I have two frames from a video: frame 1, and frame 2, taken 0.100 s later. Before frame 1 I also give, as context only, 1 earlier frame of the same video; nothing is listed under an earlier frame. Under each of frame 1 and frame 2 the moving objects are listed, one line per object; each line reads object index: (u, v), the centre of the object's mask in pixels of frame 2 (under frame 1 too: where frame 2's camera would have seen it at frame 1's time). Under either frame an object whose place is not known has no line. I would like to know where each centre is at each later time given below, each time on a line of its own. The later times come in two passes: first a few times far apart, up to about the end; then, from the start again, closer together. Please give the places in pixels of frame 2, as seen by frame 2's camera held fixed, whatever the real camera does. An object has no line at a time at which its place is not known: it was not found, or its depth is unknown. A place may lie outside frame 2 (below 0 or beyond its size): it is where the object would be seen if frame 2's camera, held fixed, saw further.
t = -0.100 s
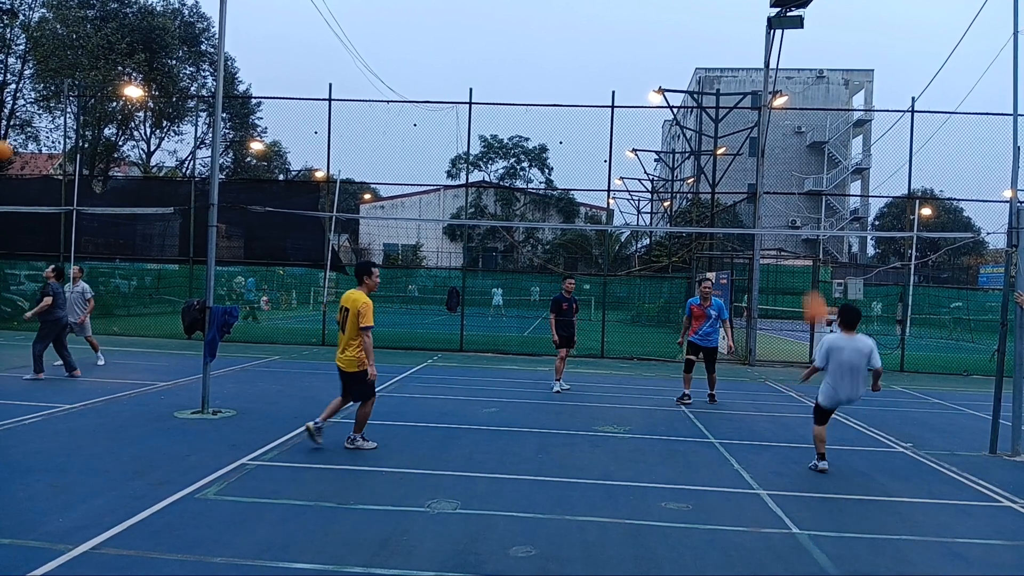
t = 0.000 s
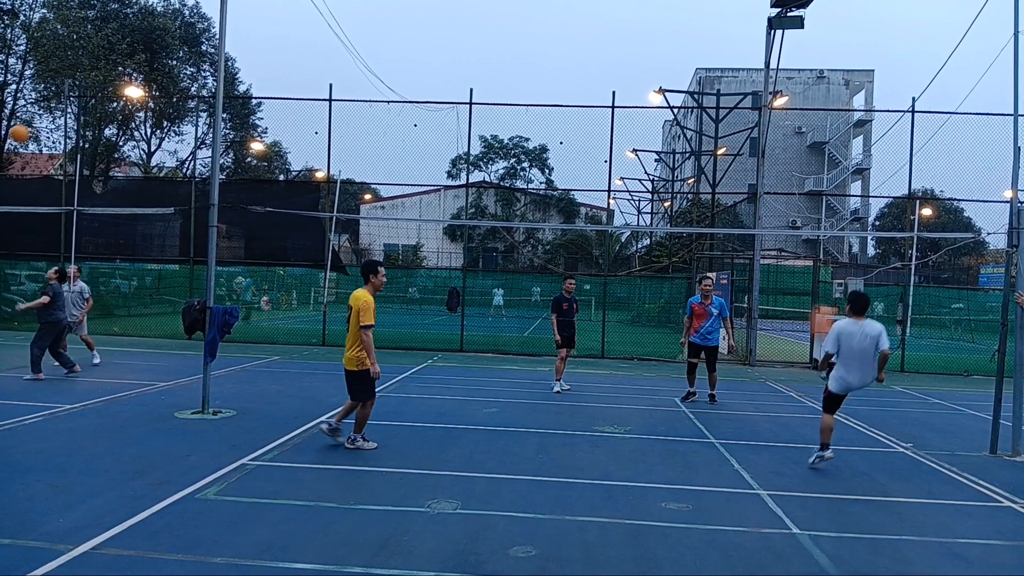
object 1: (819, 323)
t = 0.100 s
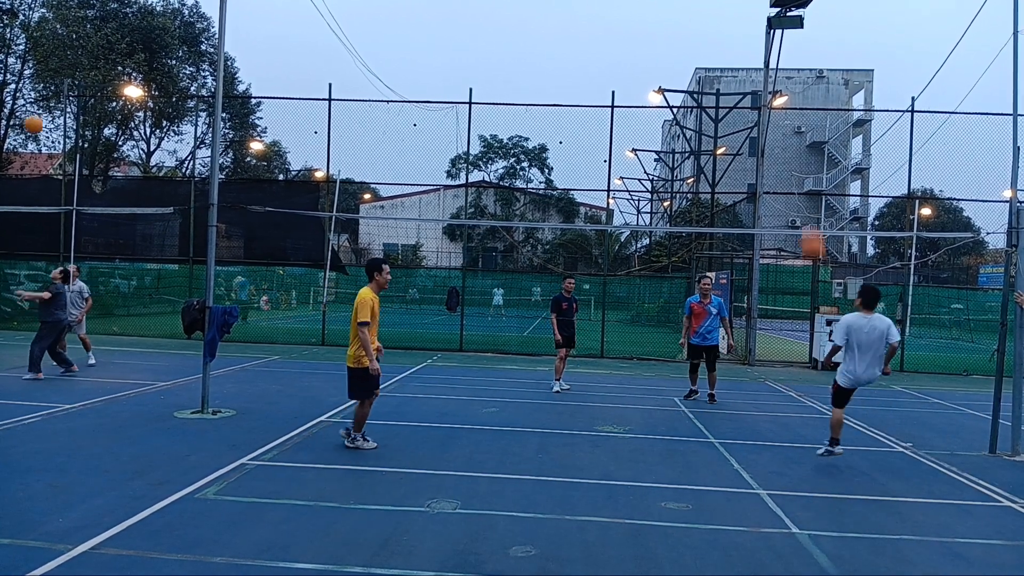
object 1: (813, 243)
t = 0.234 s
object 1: (799, 155)
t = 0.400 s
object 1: (781, 72)
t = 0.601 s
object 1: (757, 11)
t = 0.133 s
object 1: (809, 217)
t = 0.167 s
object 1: (806, 199)
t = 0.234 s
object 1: (799, 155)
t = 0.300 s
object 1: (791, 118)
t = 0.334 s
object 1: (789, 101)
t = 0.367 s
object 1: (784, 86)
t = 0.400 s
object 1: (781, 72)
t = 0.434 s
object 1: (777, 59)
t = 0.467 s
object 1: (773, 47)
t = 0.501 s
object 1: (769, 35)
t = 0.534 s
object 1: (765, 27)
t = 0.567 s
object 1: (762, 19)
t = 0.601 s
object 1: (757, 11)
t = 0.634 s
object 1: (753, 7)
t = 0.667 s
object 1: (748, 5)
